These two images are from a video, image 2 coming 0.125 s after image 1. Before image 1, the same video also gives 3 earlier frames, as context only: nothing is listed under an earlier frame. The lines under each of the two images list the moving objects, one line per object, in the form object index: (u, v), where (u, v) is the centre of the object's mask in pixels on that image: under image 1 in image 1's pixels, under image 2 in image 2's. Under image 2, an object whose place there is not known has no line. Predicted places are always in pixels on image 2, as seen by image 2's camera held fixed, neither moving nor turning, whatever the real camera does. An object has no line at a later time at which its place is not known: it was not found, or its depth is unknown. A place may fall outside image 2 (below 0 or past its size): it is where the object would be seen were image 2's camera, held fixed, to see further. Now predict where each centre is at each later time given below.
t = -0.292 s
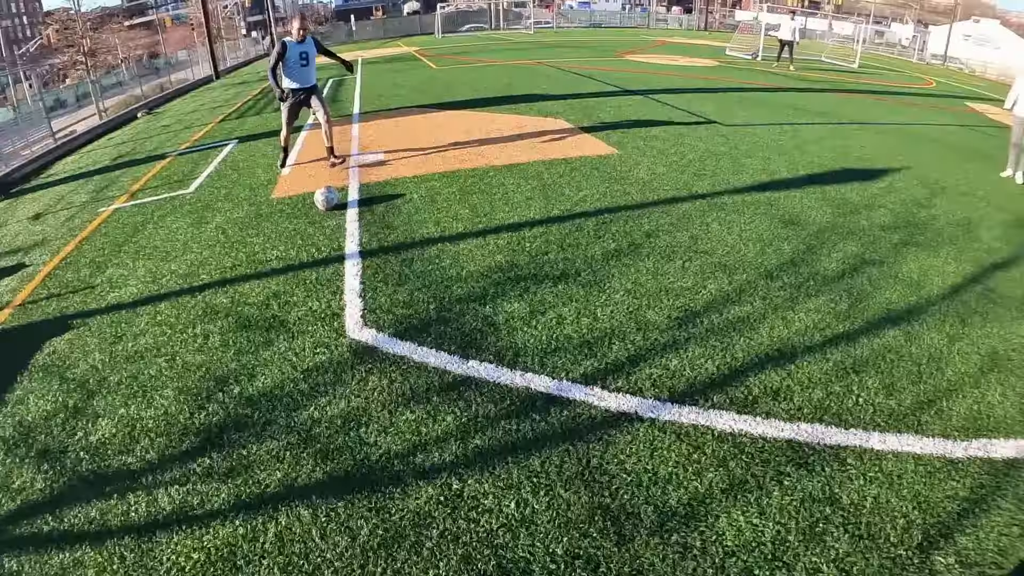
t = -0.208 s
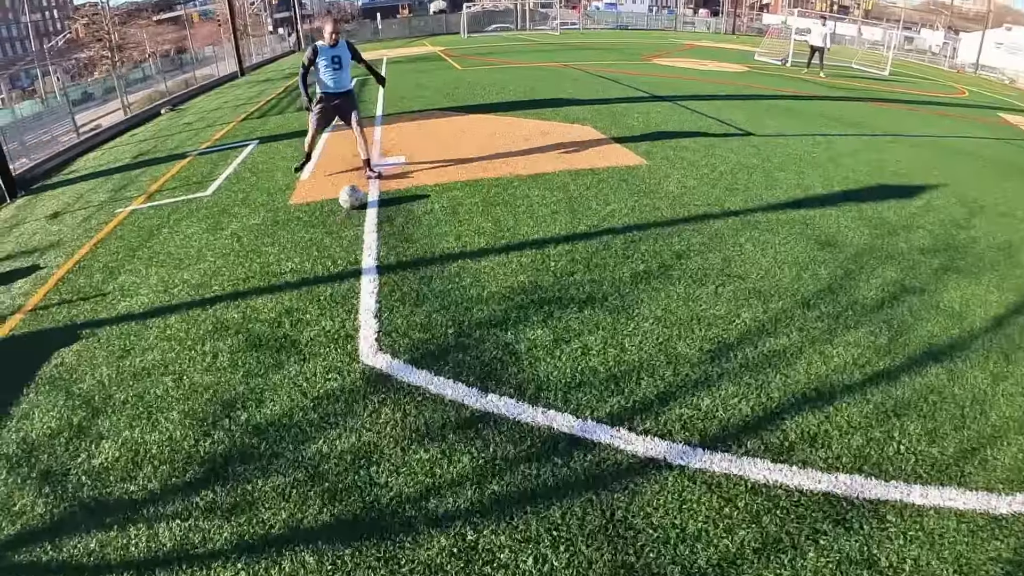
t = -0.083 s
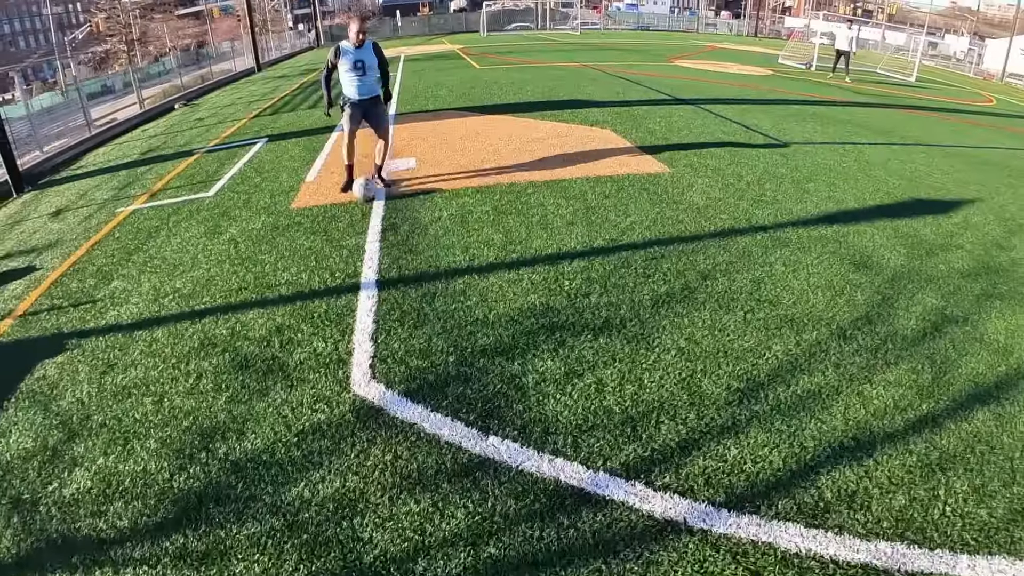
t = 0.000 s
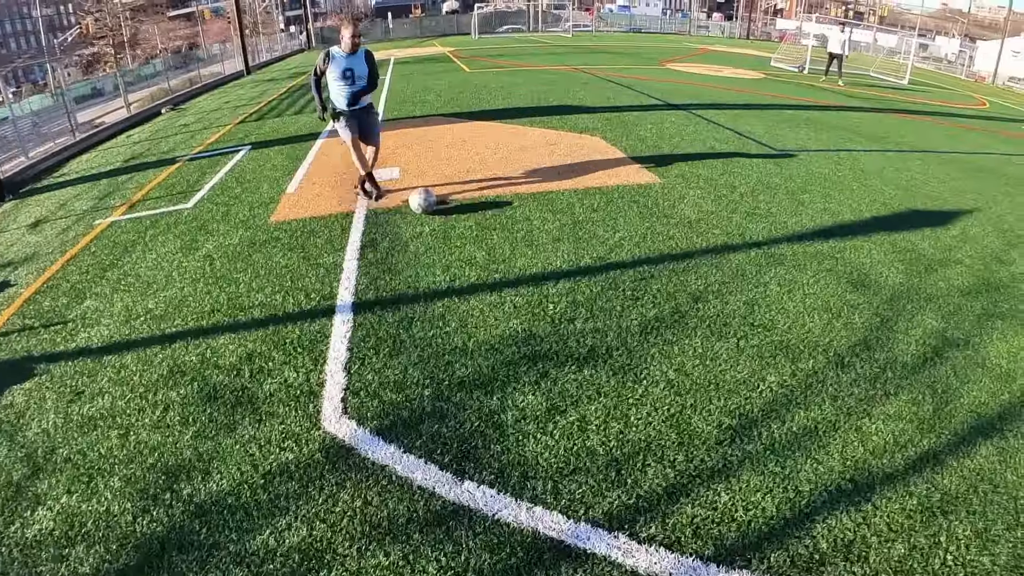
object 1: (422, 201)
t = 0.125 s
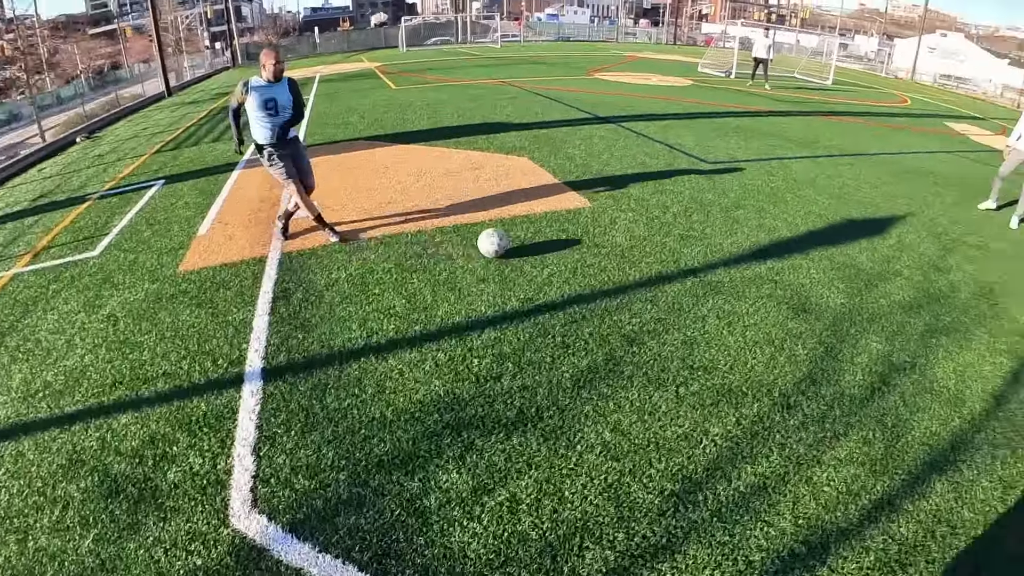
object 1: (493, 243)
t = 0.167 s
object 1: (538, 245)
